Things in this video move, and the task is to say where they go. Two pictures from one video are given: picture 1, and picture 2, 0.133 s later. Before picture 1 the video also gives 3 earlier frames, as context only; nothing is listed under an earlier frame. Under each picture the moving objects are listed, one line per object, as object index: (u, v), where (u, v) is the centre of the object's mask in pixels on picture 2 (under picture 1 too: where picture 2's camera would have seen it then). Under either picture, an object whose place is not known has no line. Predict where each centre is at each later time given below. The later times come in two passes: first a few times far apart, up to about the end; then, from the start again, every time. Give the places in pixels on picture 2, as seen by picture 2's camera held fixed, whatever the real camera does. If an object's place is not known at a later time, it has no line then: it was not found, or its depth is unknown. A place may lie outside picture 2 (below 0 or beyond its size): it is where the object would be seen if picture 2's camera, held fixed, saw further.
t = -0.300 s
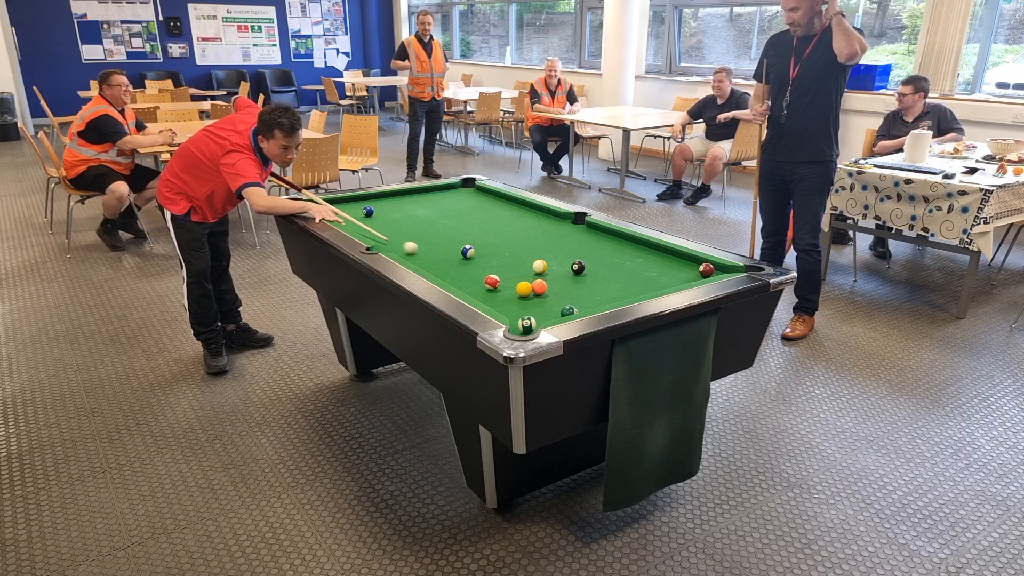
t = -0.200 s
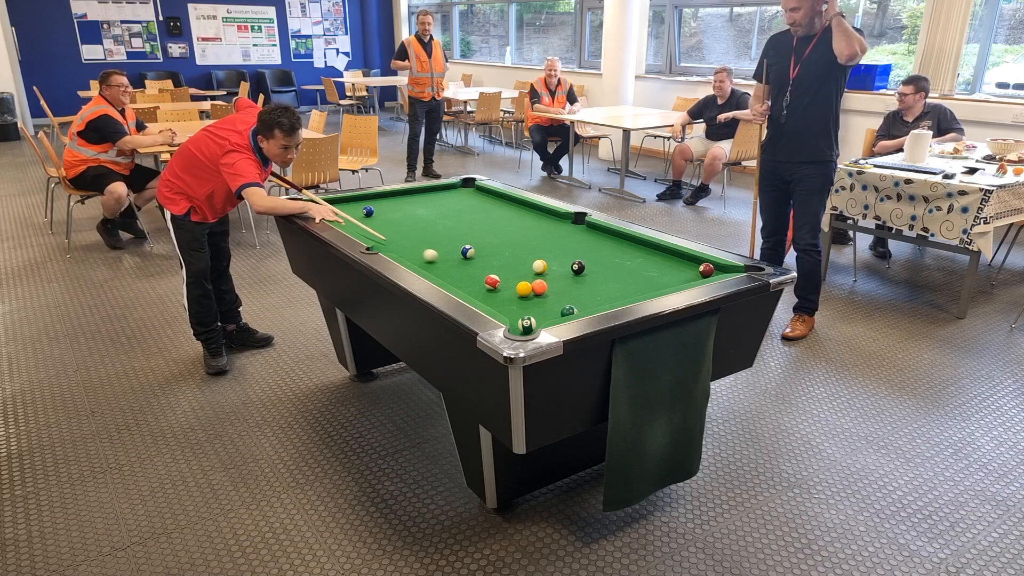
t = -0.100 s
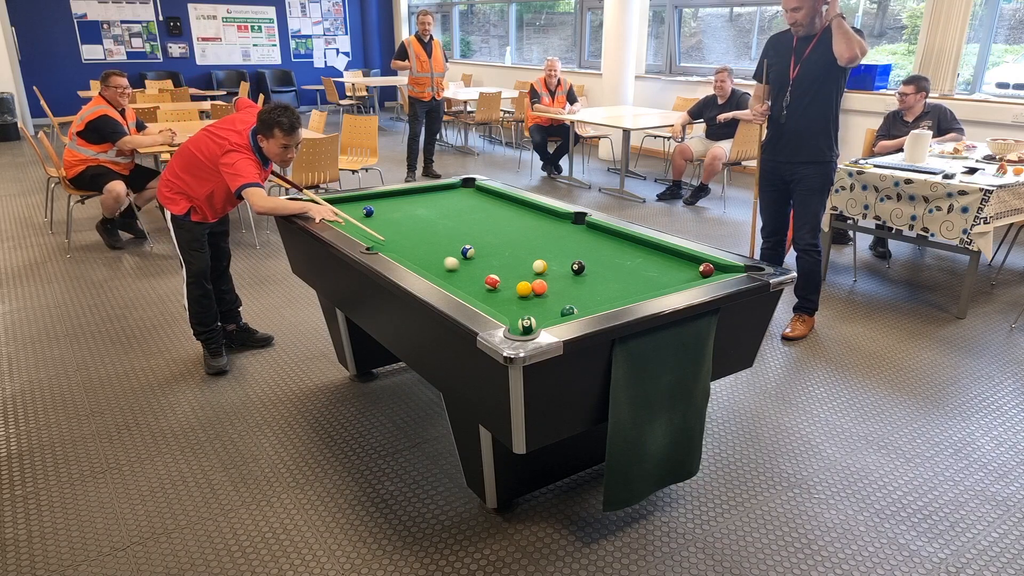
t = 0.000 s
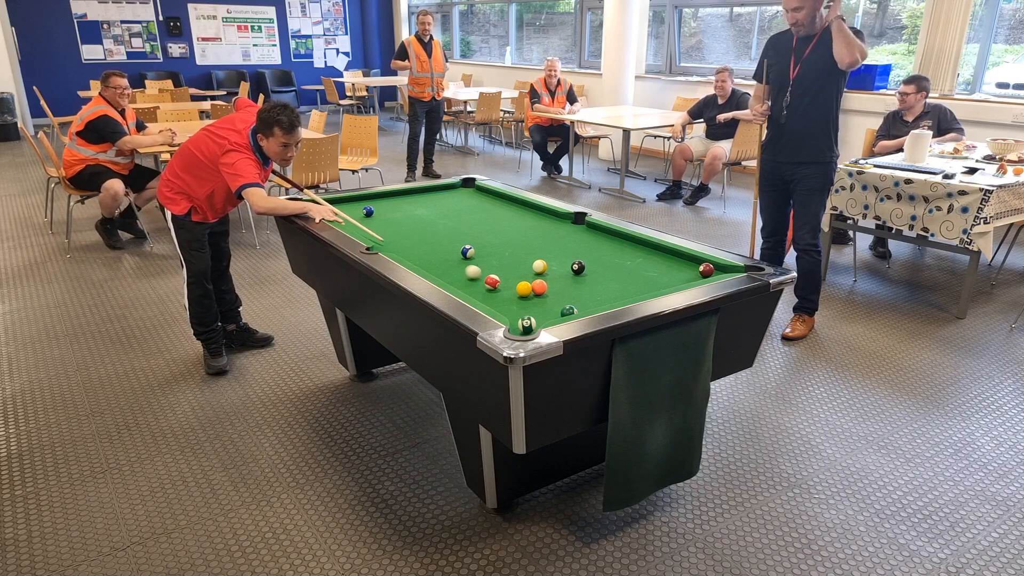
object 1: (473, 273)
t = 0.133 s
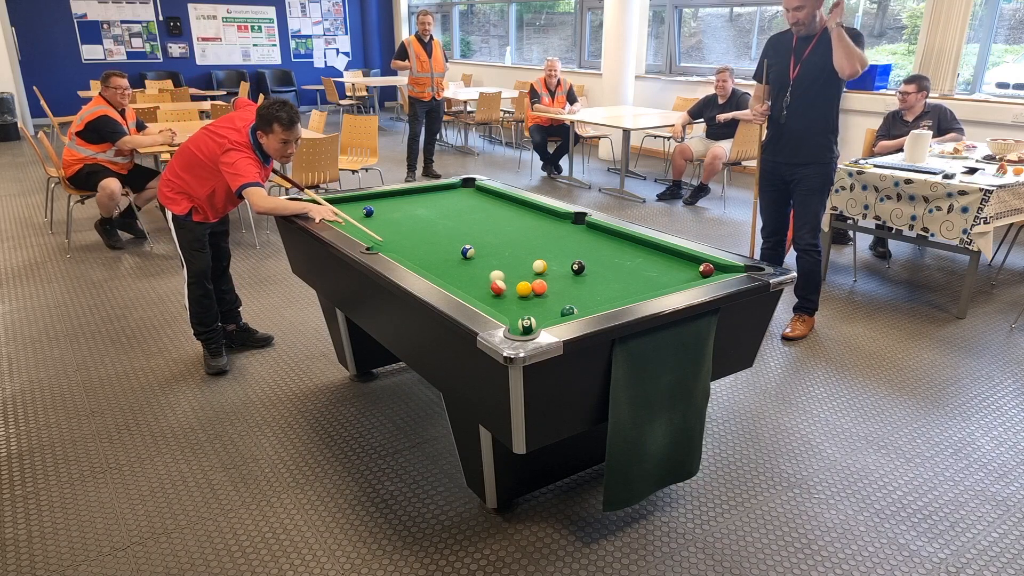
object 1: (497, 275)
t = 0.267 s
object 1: (515, 277)
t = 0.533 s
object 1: (553, 279)
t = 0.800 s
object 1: (589, 281)
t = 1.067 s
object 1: (622, 282)
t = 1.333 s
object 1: (654, 283)
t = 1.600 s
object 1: (683, 282)
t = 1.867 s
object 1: (685, 278)
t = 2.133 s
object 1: (684, 274)
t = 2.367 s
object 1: (684, 270)
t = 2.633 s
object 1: (683, 267)
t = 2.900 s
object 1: (683, 264)
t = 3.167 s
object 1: (683, 262)
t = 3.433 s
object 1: (682, 260)
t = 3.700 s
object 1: (682, 259)
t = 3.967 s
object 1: (682, 259)
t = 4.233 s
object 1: (682, 259)
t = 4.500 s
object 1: (682, 259)
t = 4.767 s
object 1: (682, 259)
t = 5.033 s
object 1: (682, 259)
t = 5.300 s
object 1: (682, 259)
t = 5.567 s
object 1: (682, 259)
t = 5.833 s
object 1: (682, 259)
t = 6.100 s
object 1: (682, 259)
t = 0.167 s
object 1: (502, 276)
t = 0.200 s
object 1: (506, 277)
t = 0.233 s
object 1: (511, 277)
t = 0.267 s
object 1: (515, 277)
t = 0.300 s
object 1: (520, 277)
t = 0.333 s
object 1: (525, 277)
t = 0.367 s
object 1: (530, 276)
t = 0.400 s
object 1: (534, 277)
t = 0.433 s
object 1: (539, 276)
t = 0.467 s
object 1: (545, 277)
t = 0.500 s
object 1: (549, 278)
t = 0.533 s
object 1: (553, 279)
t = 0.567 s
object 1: (558, 279)
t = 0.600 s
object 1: (562, 280)
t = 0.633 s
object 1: (566, 280)
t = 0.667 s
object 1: (571, 280)
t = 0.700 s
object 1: (575, 280)
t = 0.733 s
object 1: (580, 280)
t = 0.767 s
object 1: (584, 280)
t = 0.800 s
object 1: (589, 281)
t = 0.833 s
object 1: (593, 281)
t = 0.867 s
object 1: (597, 281)
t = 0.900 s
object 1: (601, 281)
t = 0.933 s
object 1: (606, 281)
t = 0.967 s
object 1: (610, 281)
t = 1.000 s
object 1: (614, 282)
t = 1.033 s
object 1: (618, 282)
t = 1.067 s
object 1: (622, 282)
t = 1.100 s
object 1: (626, 282)
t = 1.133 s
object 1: (630, 282)
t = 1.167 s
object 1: (634, 282)
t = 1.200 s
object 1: (638, 283)
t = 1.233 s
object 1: (642, 283)
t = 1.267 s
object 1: (646, 283)
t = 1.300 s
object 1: (650, 283)
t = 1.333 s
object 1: (654, 283)
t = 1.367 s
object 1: (658, 283)
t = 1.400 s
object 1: (661, 283)
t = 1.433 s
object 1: (665, 283)
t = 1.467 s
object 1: (669, 283)
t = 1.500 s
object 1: (673, 282)
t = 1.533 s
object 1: (676, 282)
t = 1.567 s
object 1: (680, 282)
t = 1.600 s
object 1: (683, 282)
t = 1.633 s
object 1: (685, 281)
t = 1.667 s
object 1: (685, 281)
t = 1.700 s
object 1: (685, 280)
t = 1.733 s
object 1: (685, 280)
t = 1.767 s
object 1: (685, 280)
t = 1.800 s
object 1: (685, 279)
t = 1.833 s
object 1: (685, 279)
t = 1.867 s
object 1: (685, 278)
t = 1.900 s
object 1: (684, 278)
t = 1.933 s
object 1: (684, 277)
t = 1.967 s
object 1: (684, 277)
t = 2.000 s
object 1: (684, 276)
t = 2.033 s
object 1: (684, 276)
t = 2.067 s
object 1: (684, 275)
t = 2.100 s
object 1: (684, 275)
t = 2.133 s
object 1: (684, 274)
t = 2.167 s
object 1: (684, 274)
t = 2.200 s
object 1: (684, 273)
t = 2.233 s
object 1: (684, 273)
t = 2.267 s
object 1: (684, 272)
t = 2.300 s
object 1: (684, 271)
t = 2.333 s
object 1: (684, 271)
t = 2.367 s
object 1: (684, 270)
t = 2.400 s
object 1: (684, 270)
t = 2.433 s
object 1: (683, 269)
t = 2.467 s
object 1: (684, 269)
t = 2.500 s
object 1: (683, 268)
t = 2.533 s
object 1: (683, 268)
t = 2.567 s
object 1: (683, 268)
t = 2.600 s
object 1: (683, 267)
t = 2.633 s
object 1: (683, 267)
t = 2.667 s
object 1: (683, 266)
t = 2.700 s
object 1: (683, 266)
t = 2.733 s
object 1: (683, 266)
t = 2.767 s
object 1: (683, 265)
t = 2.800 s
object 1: (683, 265)
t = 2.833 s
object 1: (683, 265)
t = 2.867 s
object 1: (683, 264)
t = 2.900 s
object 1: (683, 264)
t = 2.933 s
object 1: (683, 264)
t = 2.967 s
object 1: (683, 263)
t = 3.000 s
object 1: (683, 263)
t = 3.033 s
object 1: (683, 263)
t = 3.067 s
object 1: (683, 263)
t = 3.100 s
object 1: (683, 263)
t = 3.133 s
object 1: (683, 262)
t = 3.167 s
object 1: (683, 262)
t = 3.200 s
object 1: (683, 262)
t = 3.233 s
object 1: (682, 262)
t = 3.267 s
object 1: (682, 261)
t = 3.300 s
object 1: (682, 261)
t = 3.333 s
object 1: (682, 261)
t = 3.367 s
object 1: (682, 261)
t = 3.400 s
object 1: (682, 261)
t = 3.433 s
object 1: (682, 260)
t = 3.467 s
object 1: (682, 260)
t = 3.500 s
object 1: (682, 260)
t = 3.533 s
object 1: (682, 260)
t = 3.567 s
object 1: (682, 260)
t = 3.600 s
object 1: (682, 260)
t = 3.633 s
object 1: (682, 260)
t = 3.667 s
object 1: (682, 260)
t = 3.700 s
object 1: (682, 259)
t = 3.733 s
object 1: (682, 259)
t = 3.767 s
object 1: (682, 259)
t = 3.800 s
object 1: (682, 259)
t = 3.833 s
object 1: (682, 259)
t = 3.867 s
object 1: (682, 259)
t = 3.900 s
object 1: (682, 259)
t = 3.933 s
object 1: (682, 259)
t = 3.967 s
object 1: (682, 259)
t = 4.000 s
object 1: (682, 259)
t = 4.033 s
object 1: (682, 259)
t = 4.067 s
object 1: (682, 259)
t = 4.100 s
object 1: (682, 259)
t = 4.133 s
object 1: (682, 259)
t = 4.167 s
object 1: (682, 259)
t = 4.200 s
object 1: (682, 259)
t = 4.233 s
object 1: (682, 259)
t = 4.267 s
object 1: (682, 259)
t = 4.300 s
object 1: (682, 259)
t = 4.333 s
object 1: (682, 259)
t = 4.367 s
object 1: (682, 259)
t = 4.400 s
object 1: (682, 259)
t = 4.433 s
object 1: (682, 259)
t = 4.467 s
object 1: (682, 259)
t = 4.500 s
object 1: (682, 259)
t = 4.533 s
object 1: (682, 259)
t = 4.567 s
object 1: (682, 259)
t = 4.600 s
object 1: (682, 259)
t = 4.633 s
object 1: (682, 259)
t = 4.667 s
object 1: (682, 259)
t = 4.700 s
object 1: (682, 259)
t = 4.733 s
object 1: (682, 259)
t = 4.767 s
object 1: (682, 259)
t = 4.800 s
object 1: (682, 259)
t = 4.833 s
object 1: (682, 259)
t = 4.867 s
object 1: (682, 259)
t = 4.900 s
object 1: (682, 259)
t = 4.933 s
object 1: (682, 259)
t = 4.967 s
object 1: (682, 259)
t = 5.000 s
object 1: (682, 259)
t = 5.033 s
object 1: (682, 259)
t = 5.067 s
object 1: (682, 259)
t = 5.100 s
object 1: (682, 259)
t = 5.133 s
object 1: (682, 259)
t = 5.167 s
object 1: (682, 259)
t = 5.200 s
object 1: (682, 259)
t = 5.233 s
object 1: (682, 259)
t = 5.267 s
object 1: (682, 259)
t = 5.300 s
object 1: (682, 259)
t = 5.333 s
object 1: (682, 259)
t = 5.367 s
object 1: (682, 259)
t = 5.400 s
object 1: (682, 259)
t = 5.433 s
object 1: (682, 259)
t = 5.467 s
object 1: (682, 259)
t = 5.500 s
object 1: (682, 259)
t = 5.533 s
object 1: (682, 259)
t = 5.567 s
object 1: (682, 259)
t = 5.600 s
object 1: (682, 259)
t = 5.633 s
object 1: (682, 259)
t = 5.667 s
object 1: (682, 259)
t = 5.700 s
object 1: (682, 259)
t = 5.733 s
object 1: (682, 259)
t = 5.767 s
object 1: (682, 259)
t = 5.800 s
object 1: (682, 259)
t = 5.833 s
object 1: (682, 259)
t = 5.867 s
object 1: (682, 259)
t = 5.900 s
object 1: (682, 259)
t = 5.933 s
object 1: (682, 259)
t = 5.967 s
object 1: (682, 259)
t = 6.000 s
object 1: (682, 259)
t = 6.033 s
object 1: (682, 259)
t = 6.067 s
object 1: (682, 259)
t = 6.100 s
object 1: (682, 259)
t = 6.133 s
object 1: (682, 259)
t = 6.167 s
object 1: (682, 259)
